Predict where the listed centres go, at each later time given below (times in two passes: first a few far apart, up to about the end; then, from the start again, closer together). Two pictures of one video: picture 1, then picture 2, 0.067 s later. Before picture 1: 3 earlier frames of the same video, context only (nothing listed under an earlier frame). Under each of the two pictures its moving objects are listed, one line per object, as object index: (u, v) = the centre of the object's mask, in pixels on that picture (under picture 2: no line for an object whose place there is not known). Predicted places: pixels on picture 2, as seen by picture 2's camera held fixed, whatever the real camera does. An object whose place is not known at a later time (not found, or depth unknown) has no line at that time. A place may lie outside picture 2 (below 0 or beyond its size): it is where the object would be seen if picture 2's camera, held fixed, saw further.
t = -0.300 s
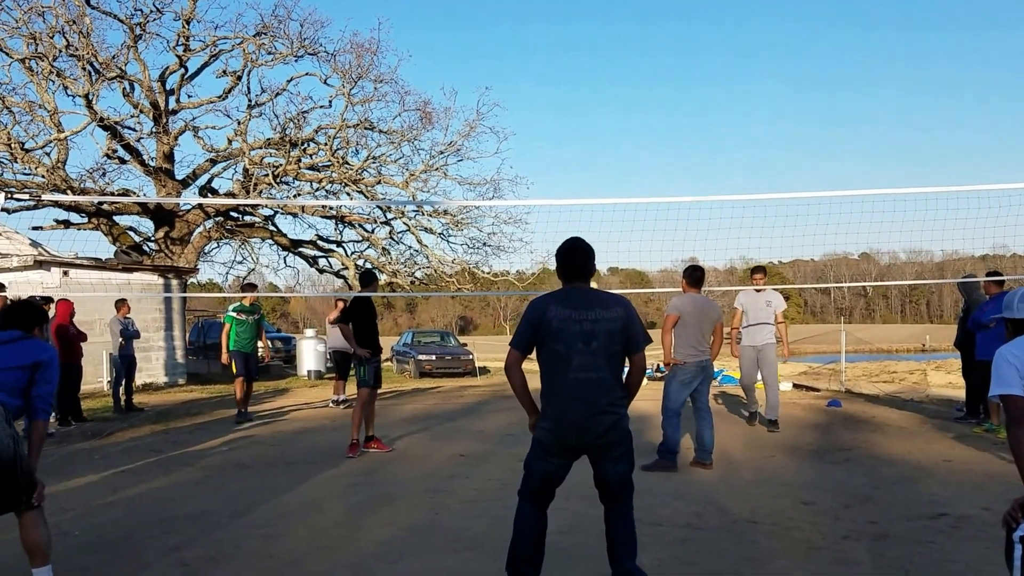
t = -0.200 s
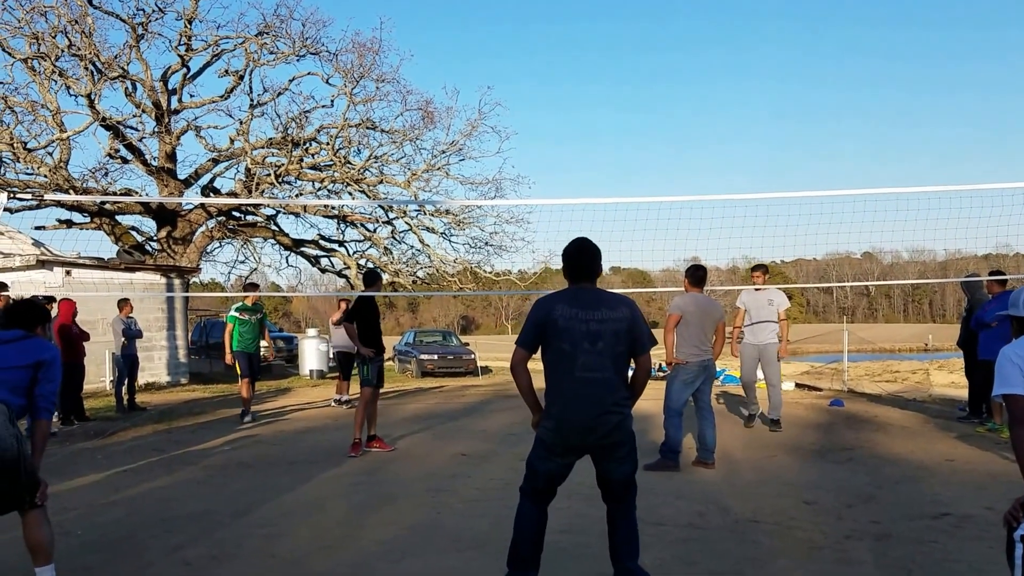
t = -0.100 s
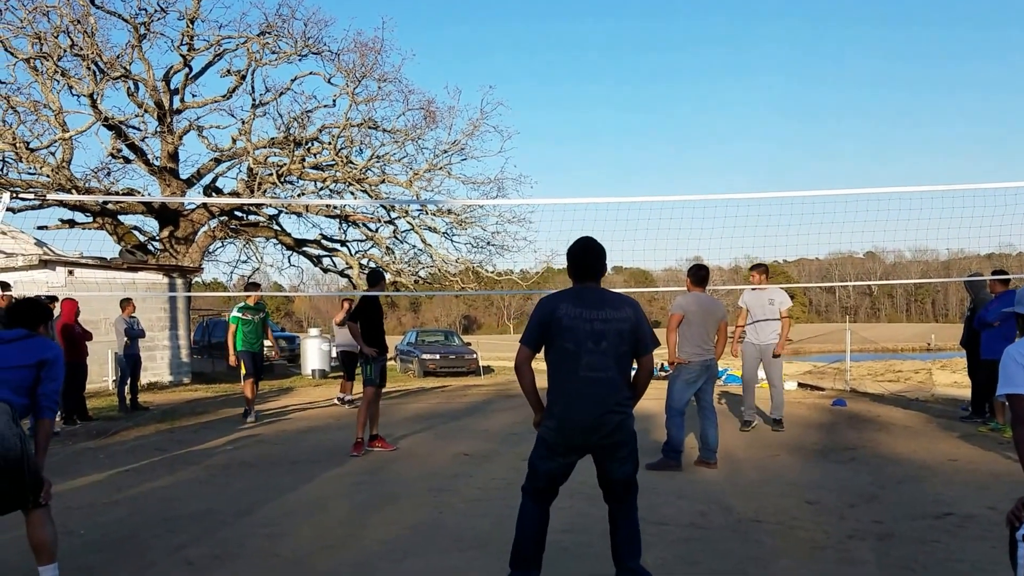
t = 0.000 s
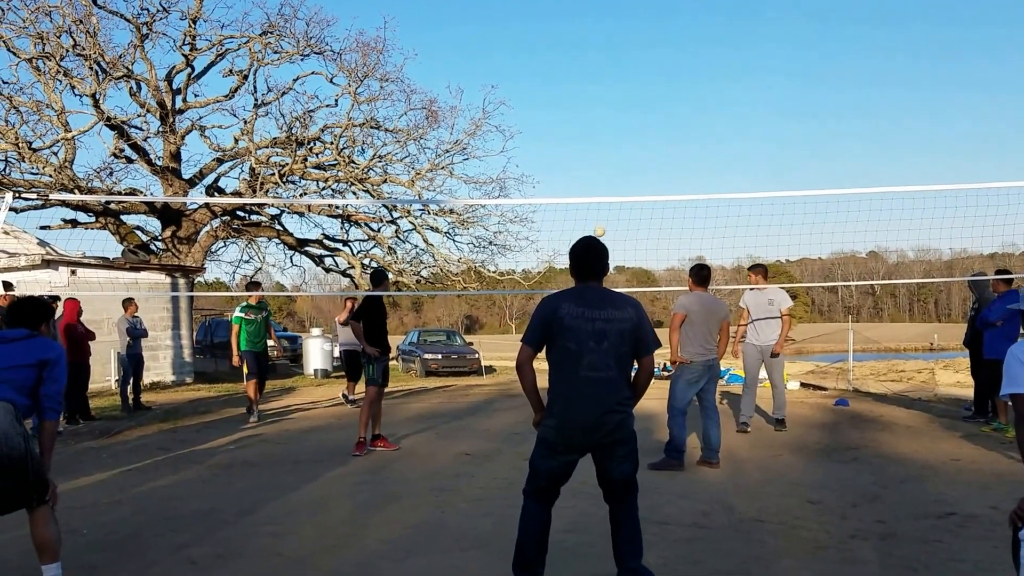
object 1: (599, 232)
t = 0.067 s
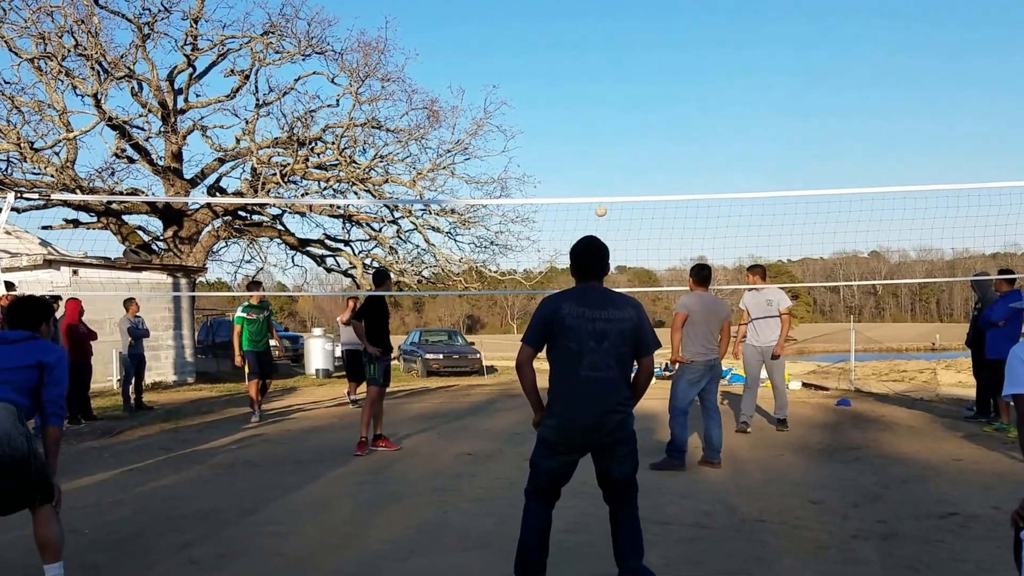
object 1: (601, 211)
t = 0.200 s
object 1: (601, 171)
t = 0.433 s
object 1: (603, 105)
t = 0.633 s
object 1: (604, 61)
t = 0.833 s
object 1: (606, 41)
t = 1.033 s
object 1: (605, 68)
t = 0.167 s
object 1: (601, 181)
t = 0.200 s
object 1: (601, 171)
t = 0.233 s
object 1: (601, 161)
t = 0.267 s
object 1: (602, 151)
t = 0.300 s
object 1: (602, 141)
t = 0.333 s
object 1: (602, 132)
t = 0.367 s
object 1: (602, 123)
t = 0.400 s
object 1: (603, 114)
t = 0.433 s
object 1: (603, 105)
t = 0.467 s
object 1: (603, 97)
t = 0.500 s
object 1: (603, 88)
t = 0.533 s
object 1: (603, 81)
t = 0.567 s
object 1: (603, 74)
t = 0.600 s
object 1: (604, 67)
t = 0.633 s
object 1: (604, 61)
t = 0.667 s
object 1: (605, 56)
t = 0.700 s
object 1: (605, 51)
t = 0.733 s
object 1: (606, 47)
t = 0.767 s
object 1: (606, 44)
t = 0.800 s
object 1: (606, 42)
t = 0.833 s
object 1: (606, 41)
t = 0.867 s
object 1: (606, 41)
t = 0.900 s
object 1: (606, 43)
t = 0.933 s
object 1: (606, 46)
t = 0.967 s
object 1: (606, 51)
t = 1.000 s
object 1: (605, 59)
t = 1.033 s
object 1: (605, 68)
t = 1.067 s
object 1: (603, 81)
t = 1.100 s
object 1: (602, 96)
